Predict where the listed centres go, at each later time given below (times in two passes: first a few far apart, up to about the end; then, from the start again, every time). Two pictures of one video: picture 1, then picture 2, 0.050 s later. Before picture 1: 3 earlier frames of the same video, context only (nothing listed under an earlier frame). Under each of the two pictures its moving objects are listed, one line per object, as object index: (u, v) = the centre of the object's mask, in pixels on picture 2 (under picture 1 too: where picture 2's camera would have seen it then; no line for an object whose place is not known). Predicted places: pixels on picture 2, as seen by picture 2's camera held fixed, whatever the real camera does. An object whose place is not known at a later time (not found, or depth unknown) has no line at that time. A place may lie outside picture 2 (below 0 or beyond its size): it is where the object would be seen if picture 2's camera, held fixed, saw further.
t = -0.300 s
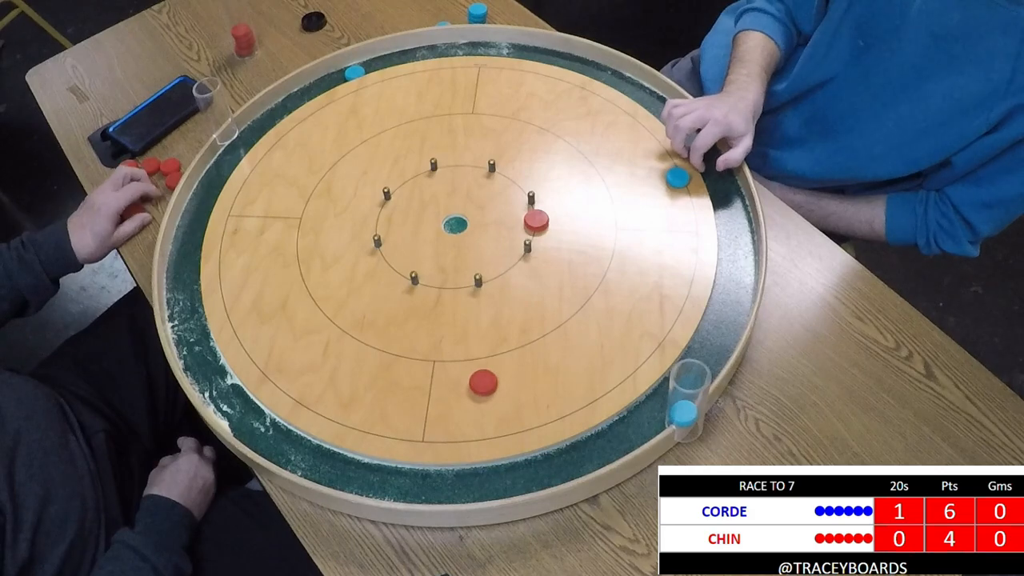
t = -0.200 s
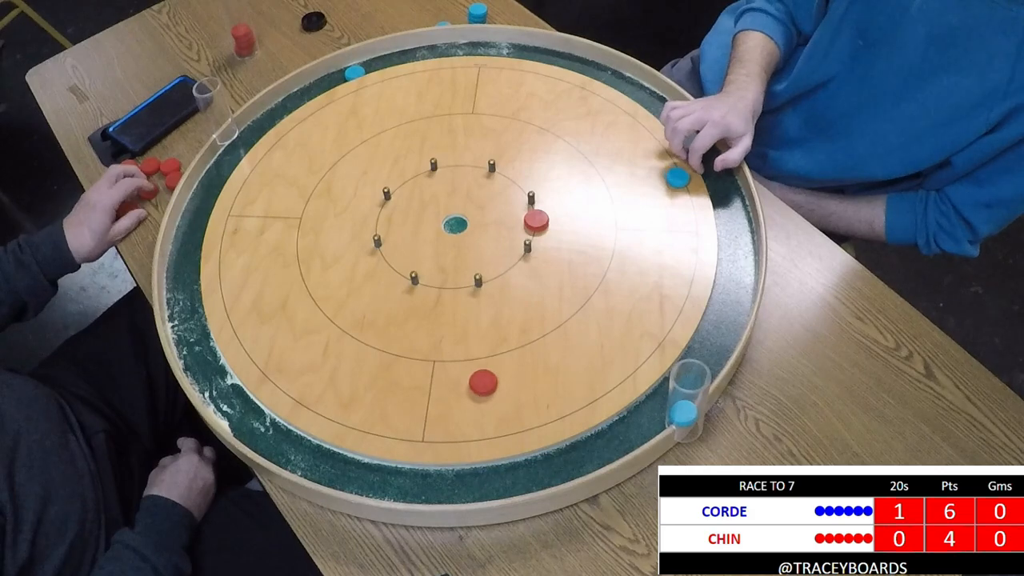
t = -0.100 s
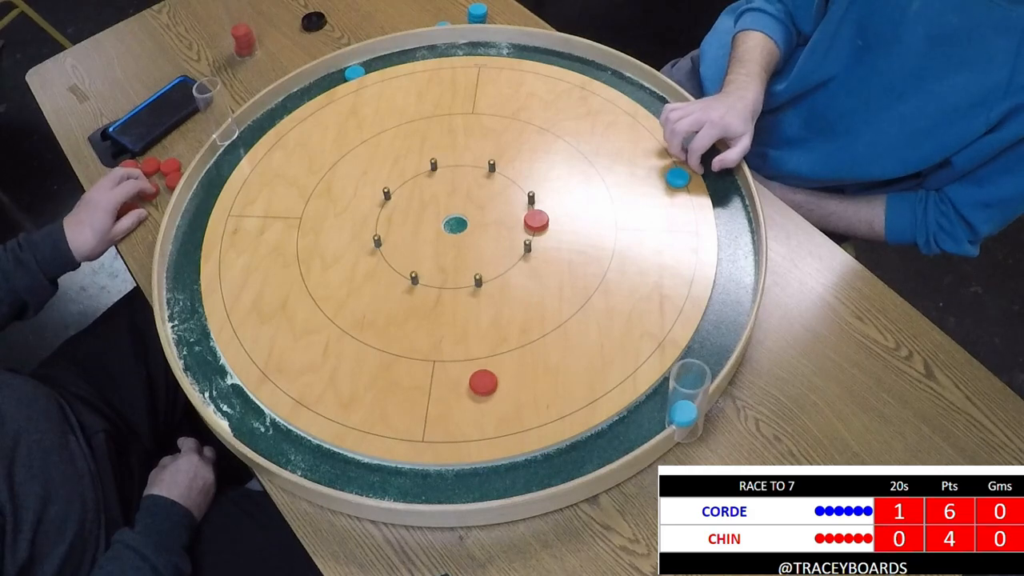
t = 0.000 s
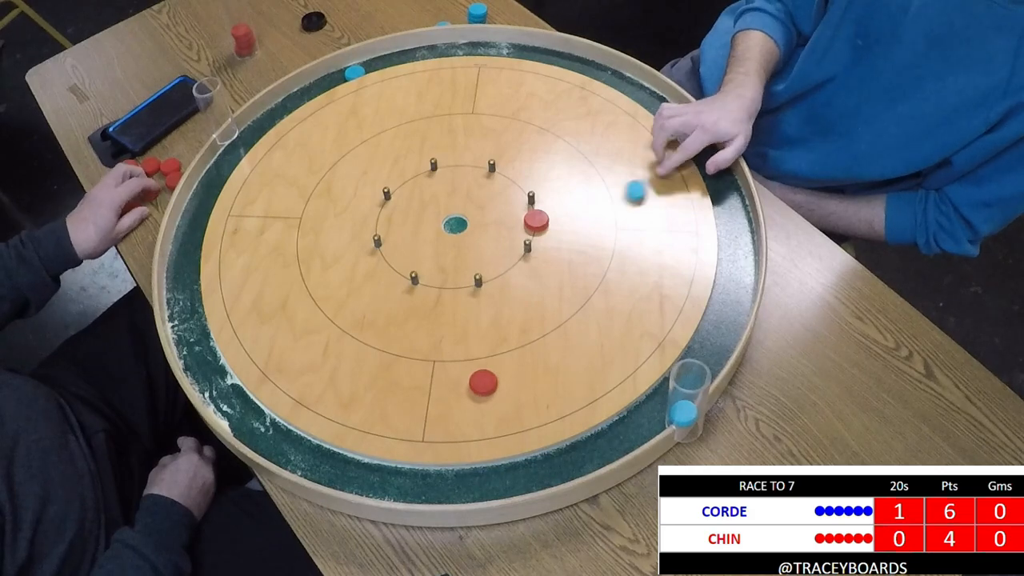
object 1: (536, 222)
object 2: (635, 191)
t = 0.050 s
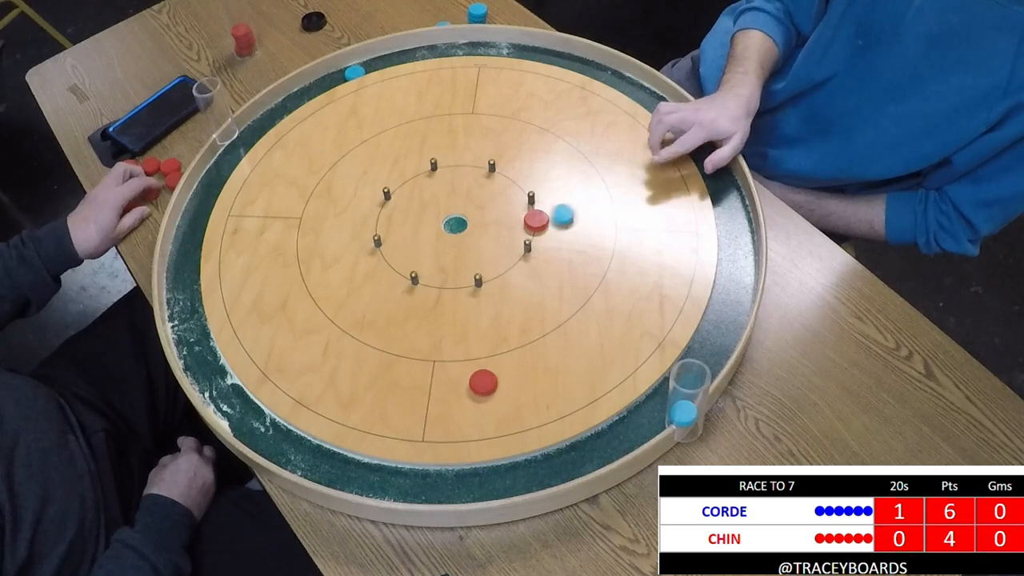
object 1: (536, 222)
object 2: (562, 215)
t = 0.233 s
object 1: (281, 285)
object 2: (543, 230)
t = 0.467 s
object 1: (181, 317)
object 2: (540, 233)
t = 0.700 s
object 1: (184, 312)
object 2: (540, 233)
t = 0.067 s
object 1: (513, 226)
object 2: (559, 217)
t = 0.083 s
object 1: (489, 232)
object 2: (557, 219)
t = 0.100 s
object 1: (465, 238)
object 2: (555, 220)
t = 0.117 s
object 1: (442, 245)
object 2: (553, 222)
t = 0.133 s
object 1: (418, 250)
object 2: (552, 224)
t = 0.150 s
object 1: (395, 256)
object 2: (550, 225)
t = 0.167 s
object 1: (371, 262)
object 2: (549, 226)
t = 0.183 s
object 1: (349, 268)
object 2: (547, 228)
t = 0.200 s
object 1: (325, 274)
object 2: (546, 229)
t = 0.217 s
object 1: (303, 280)
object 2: (544, 230)
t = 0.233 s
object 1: (281, 285)
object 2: (543, 230)
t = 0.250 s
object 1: (259, 291)
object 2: (543, 231)
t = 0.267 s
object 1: (237, 296)
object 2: (542, 232)
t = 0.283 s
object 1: (216, 302)
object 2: (541, 233)
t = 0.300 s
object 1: (194, 307)
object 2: (540, 233)
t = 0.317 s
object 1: (177, 313)
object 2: (540, 233)
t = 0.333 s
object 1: (186, 311)
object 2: (540, 233)
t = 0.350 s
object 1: (188, 313)
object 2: (540, 233)
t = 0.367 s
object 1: (181, 316)
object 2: (540, 233)
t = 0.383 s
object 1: (180, 316)
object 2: (540, 233)
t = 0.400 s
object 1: (186, 315)
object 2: (540, 233)
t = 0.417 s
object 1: (191, 314)
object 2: (540, 233)
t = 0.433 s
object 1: (190, 314)
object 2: (540, 233)
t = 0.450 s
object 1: (185, 316)
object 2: (540, 233)
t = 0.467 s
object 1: (181, 317)
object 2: (540, 233)
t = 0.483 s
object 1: (178, 317)
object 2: (540, 233)
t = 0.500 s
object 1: (181, 317)
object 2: (540, 234)
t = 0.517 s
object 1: (183, 315)
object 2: (540, 233)
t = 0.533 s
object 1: (186, 314)
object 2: (540, 233)
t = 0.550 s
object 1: (188, 313)
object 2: (540, 233)
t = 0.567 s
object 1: (190, 311)
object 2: (540, 233)
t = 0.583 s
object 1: (191, 311)
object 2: (540, 233)
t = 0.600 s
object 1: (190, 311)
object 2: (540, 233)
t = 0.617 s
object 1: (189, 312)
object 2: (540, 233)
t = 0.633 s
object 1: (188, 312)
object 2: (540, 233)
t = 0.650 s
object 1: (186, 312)
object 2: (540, 233)
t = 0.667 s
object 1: (186, 312)
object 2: (540, 233)
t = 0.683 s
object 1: (185, 312)
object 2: (540, 233)
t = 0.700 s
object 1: (184, 312)
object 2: (540, 233)
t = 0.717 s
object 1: (184, 312)
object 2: (540, 233)
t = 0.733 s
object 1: (184, 312)
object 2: (540, 233)
